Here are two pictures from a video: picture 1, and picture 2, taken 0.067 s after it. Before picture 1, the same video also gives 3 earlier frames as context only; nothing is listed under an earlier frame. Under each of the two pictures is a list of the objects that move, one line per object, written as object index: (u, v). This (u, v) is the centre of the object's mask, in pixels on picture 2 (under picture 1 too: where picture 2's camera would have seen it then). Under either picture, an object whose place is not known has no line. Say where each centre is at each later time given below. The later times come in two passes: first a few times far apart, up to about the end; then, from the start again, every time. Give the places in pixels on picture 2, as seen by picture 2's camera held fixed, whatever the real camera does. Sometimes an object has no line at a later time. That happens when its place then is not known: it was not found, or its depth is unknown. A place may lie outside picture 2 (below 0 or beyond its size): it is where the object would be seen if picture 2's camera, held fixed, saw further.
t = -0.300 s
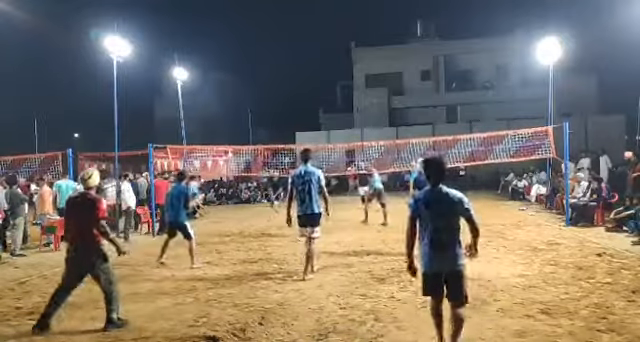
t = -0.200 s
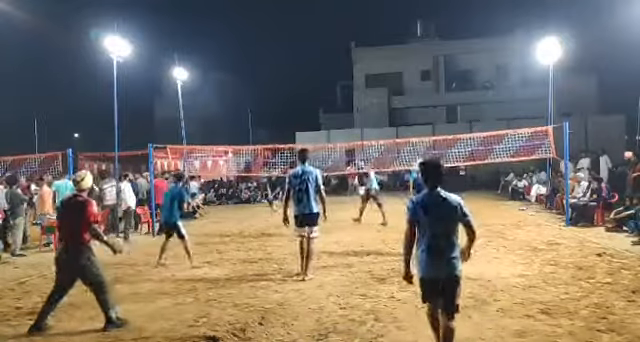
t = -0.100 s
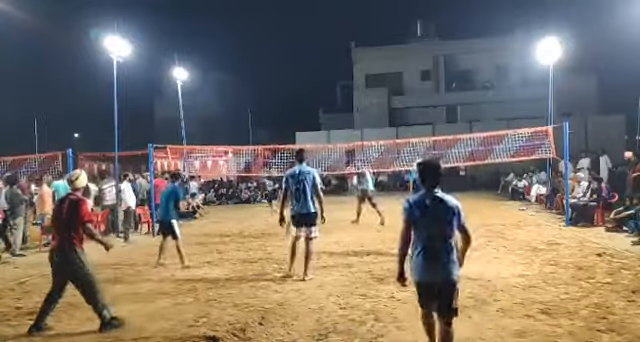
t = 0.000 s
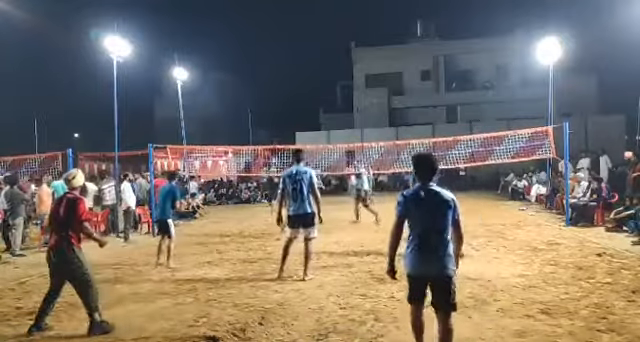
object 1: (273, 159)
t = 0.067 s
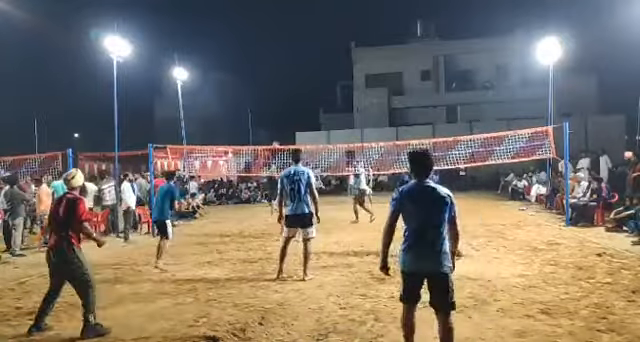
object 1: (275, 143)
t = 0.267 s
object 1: (282, 99)
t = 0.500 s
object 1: (295, 55)
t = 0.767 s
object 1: (315, 21)
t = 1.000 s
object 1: (338, 15)
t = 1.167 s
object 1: (360, 31)
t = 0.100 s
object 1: (276, 137)
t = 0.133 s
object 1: (277, 128)
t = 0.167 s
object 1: (278, 121)
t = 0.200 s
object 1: (279, 114)
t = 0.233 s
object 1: (281, 106)
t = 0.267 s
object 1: (282, 99)
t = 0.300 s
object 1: (284, 92)
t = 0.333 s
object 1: (285, 85)
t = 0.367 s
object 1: (287, 79)
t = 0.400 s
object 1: (289, 72)
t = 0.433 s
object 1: (291, 65)
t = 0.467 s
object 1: (293, 60)
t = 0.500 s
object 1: (295, 55)
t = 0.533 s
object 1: (297, 50)
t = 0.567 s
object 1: (299, 44)
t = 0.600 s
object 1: (301, 40)
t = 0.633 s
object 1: (304, 36)
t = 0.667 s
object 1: (307, 31)
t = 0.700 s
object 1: (309, 28)
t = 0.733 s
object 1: (312, 24)
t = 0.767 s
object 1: (315, 21)
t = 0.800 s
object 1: (318, 19)
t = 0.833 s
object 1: (320, 17)
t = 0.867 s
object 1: (324, 15)
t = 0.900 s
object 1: (327, 14)
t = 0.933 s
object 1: (330, 14)
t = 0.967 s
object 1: (334, 14)
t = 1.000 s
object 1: (338, 15)
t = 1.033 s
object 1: (342, 16)
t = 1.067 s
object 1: (346, 19)
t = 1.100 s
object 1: (351, 23)
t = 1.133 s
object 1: (355, 26)
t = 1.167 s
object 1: (360, 31)
